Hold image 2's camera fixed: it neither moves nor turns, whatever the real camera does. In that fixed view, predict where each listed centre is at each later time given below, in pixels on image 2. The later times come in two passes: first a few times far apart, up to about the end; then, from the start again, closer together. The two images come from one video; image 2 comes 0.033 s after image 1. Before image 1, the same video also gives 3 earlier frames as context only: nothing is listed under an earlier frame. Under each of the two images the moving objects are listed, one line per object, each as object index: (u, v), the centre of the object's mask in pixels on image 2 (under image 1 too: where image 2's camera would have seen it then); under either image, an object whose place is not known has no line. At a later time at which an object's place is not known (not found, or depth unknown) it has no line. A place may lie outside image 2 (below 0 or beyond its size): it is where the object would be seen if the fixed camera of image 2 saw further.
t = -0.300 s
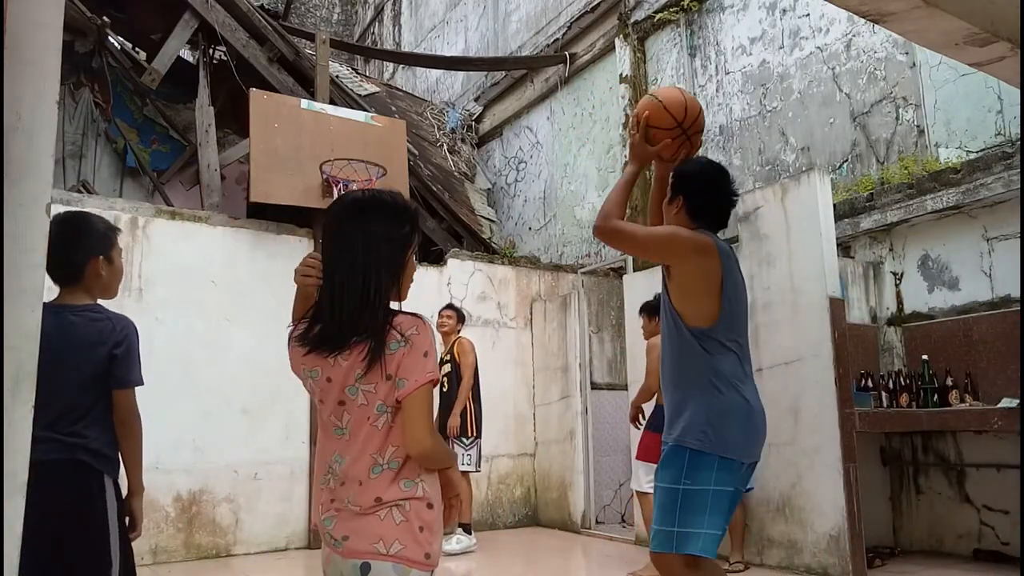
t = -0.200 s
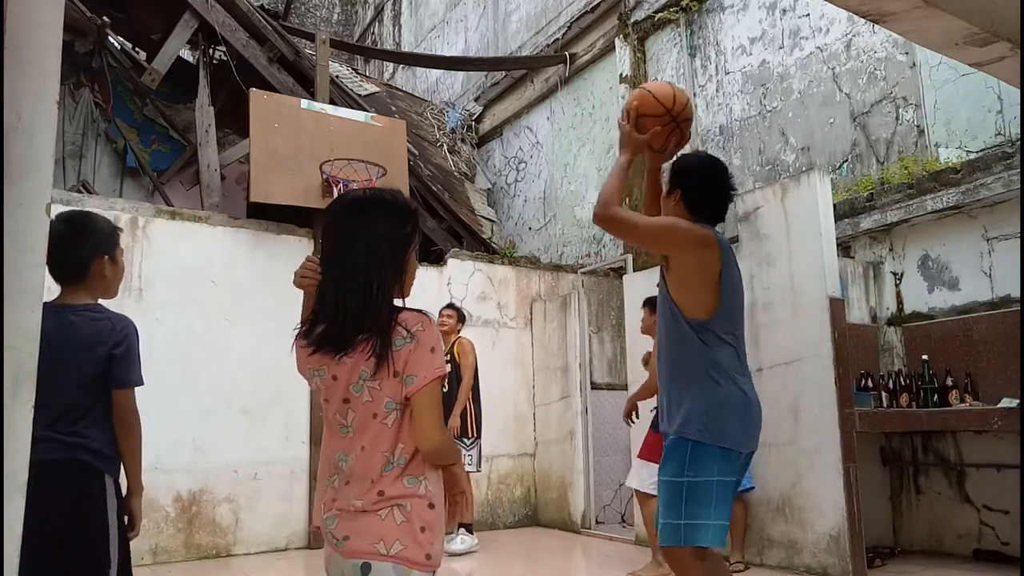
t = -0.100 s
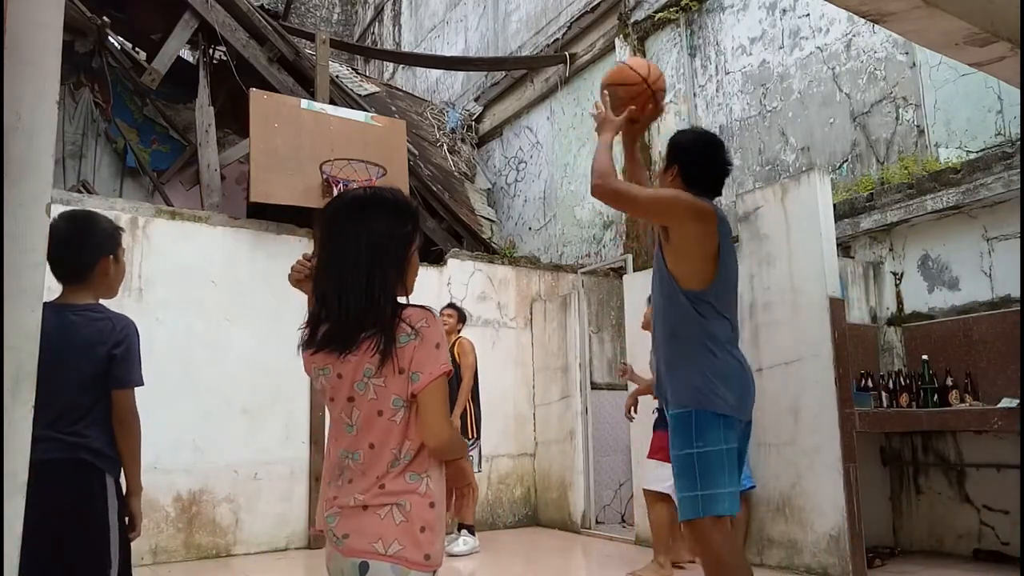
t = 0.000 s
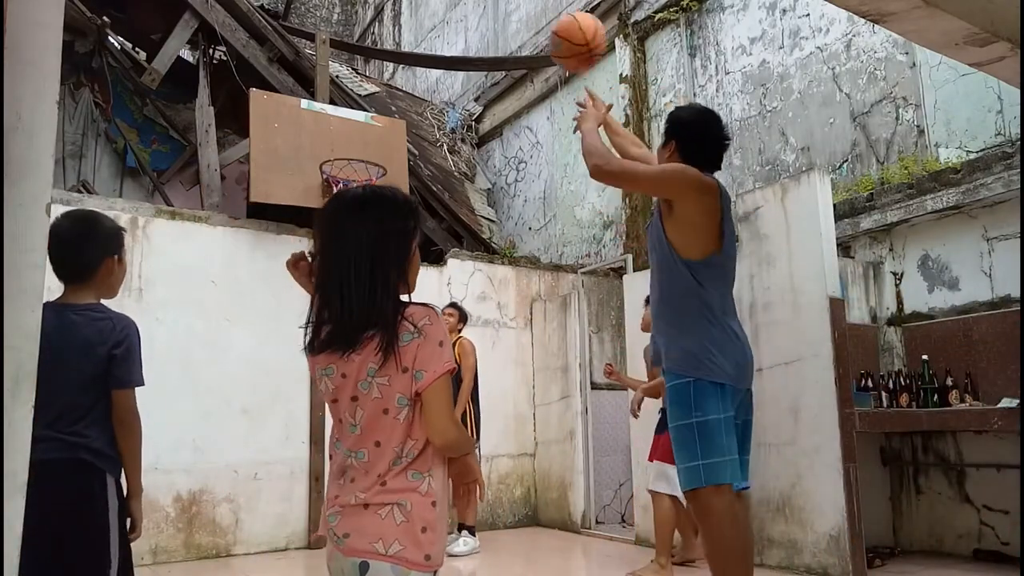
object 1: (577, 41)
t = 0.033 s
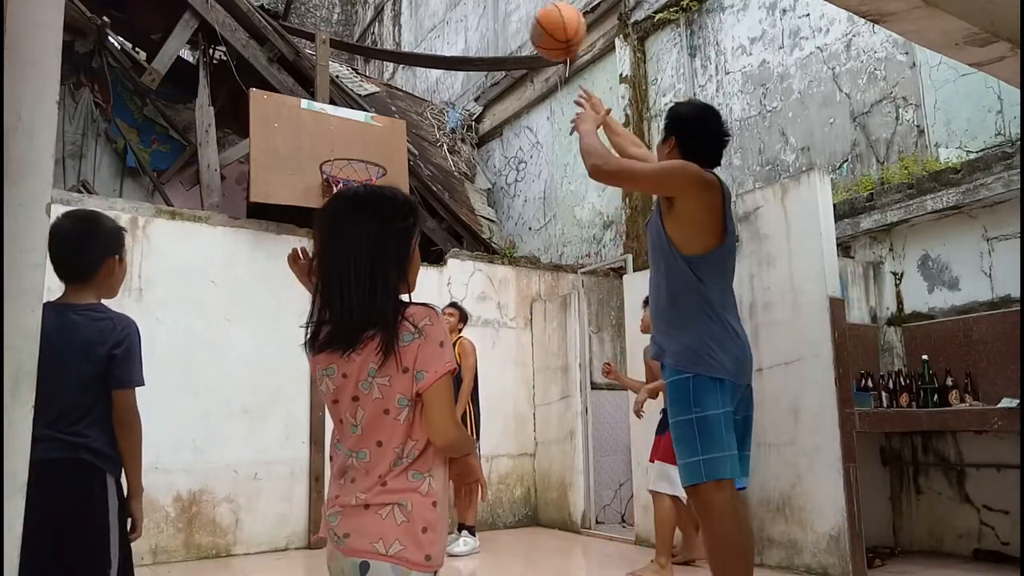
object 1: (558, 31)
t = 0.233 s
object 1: (467, 22)
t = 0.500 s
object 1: (386, 100)
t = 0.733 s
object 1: (357, 131)
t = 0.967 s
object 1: (347, 165)
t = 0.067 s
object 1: (539, 25)
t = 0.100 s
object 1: (523, 21)
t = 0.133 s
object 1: (507, 20)
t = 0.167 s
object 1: (493, 19)
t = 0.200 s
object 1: (480, 20)
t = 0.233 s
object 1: (467, 22)
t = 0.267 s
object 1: (455, 26)
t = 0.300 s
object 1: (443, 33)
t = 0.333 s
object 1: (433, 42)
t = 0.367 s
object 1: (422, 51)
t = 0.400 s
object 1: (413, 61)
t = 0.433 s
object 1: (403, 72)
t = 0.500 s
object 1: (386, 100)
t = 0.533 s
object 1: (378, 115)
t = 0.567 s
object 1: (369, 132)
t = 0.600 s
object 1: (363, 143)
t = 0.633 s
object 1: (362, 139)
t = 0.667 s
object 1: (360, 135)
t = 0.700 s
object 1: (358, 132)
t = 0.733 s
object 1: (357, 131)
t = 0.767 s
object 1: (356, 133)
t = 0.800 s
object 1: (355, 135)
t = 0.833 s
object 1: (353, 137)
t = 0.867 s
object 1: (352, 141)
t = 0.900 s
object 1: (350, 144)
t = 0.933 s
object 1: (348, 149)
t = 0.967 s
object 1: (347, 165)
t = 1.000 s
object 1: (345, 175)
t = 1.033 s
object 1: (345, 179)
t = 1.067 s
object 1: (339, 184)
